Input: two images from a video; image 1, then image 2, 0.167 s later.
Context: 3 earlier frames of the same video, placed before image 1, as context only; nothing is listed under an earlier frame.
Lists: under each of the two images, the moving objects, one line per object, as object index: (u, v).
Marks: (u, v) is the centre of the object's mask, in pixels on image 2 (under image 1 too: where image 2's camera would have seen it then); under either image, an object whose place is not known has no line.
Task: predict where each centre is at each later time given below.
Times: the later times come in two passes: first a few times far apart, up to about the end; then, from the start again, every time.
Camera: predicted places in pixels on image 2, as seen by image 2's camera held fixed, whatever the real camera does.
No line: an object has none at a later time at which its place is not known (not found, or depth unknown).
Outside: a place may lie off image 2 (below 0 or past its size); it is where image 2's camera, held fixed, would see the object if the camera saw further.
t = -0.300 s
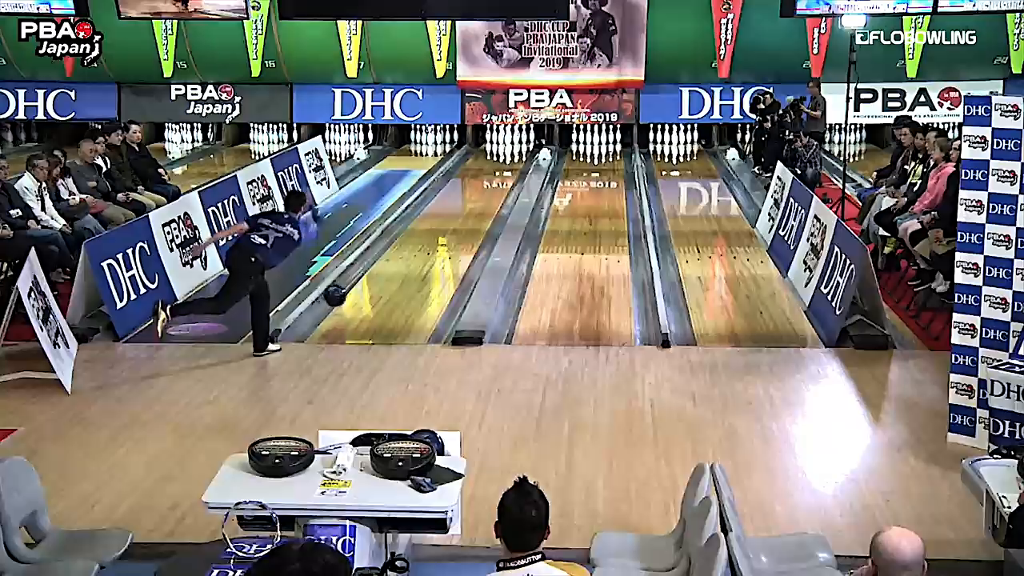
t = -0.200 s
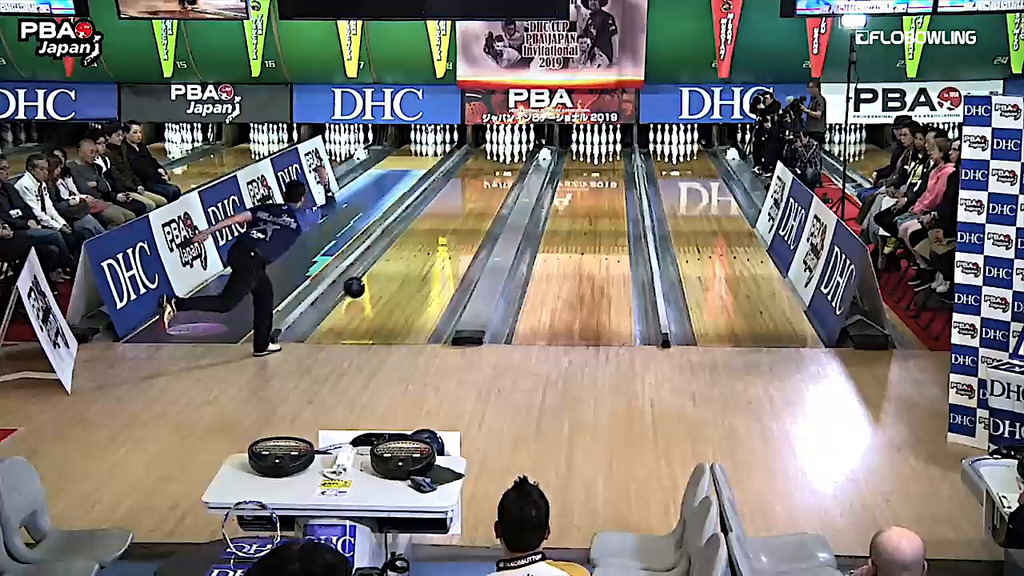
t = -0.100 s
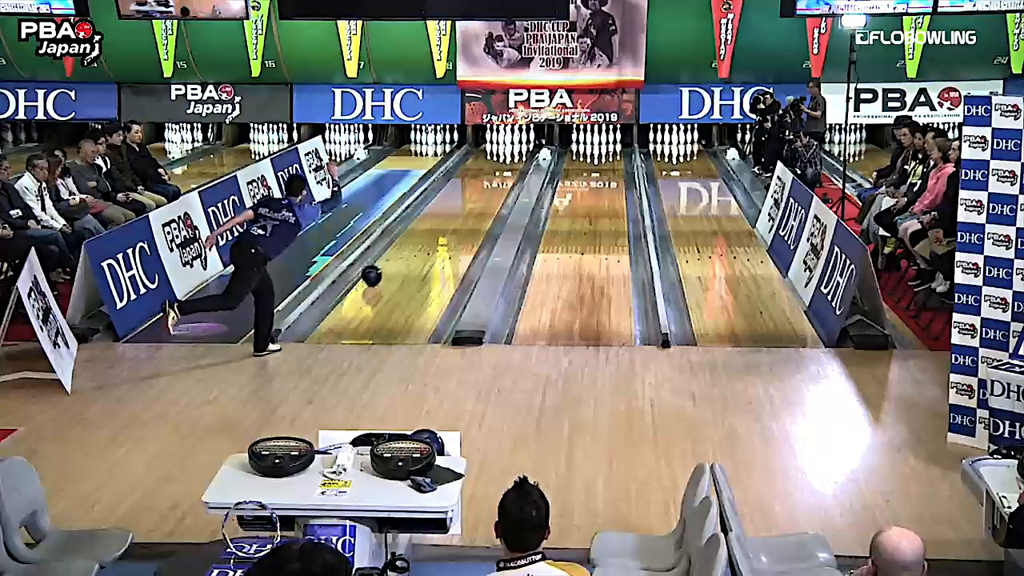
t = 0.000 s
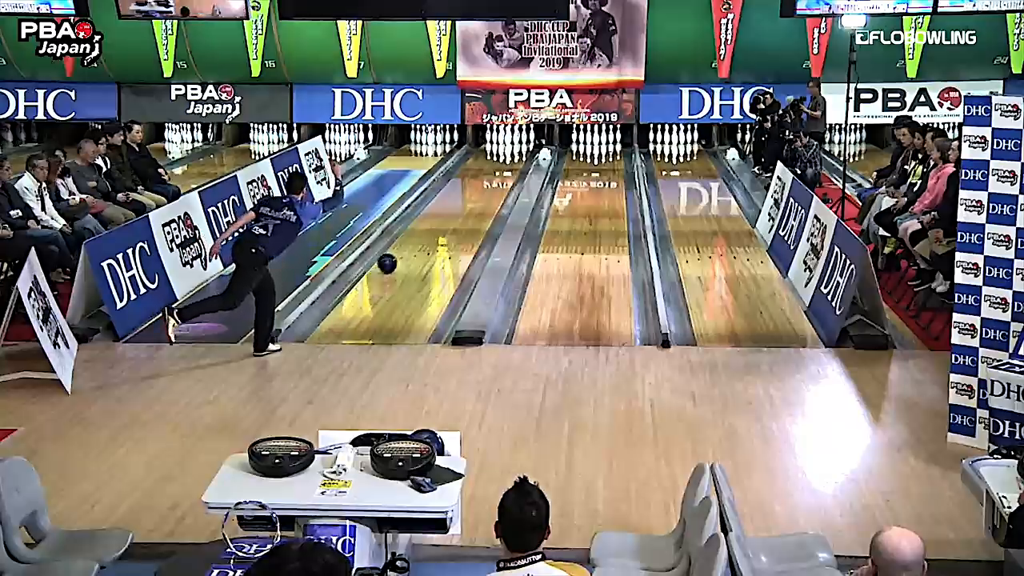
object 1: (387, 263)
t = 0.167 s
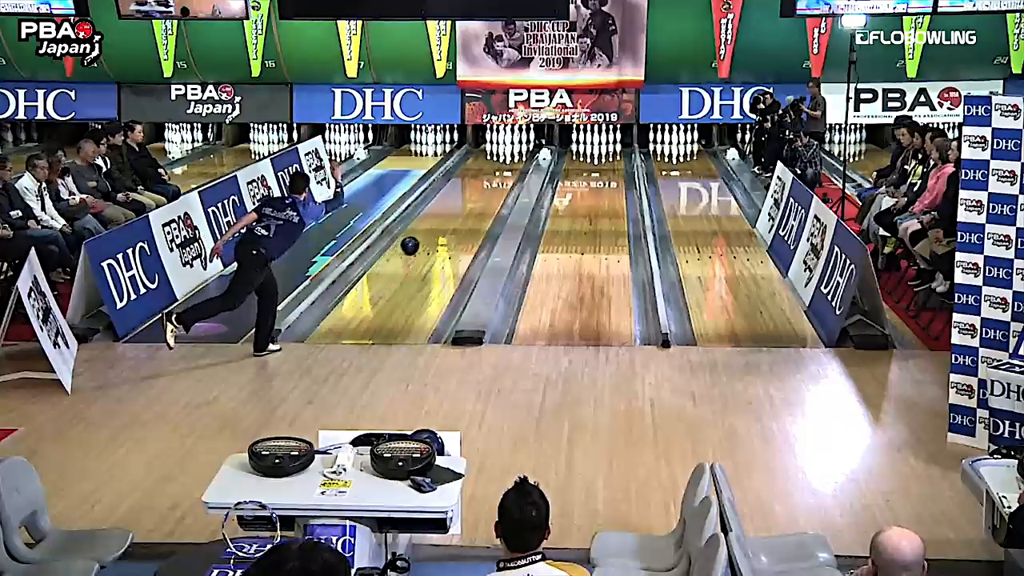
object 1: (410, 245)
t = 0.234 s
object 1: (418, 239)
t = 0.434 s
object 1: (440, 222)
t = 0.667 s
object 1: (461, 205)
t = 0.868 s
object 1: (476, 192)
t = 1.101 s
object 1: (491, 179)
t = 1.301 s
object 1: (501, 170)
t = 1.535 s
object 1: (511, 160)
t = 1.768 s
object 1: (516, 152)
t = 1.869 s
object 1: (516, 148)
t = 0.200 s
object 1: (414, 242)
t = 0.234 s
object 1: (418, 239)
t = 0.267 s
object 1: (422, 236)
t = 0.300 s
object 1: (426, 233)
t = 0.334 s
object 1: (429, 230)
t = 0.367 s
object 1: (433, 227)
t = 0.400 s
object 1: (437, 225)
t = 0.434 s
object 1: (440, 222)
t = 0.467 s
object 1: (443, 219)
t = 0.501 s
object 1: (446, 216)
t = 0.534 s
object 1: (449, 214)
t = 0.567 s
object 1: (453, 212)
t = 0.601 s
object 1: (456, 209)
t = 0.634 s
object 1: (459, 207)
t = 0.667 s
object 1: (461, 205)
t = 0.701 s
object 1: (464, 202)
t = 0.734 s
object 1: (466, 200)
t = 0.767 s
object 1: (469, 198)
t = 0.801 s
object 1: (472, 196)
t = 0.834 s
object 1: (474, 194)
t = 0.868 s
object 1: (476, 192)
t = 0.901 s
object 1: (478, 190)
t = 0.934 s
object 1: (481, 188)
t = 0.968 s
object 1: (483, 186)
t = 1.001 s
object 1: (485, 184)
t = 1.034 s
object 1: (487, 183)
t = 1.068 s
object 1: (489, 181)
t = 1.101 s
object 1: (491, 179)
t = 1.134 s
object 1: (492, 178)
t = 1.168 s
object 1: (494, 176)
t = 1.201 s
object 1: (496, 174)
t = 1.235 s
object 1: (498, 173)
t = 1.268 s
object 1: (499, 171)
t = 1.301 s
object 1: (501, 170)
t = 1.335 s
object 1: (502, 168)
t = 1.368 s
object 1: (504, 167)
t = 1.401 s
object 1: (506, 165)
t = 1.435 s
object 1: (507, 164)
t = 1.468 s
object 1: (508, 163)
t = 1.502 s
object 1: (509, 161)
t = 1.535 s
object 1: (511, 160)
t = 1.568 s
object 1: (512, 158)
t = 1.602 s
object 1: (513, 157)
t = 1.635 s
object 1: (514, 156)
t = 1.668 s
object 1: (514, 154)
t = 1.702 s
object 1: (515, 153)
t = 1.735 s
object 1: (516, 153)
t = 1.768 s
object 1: (516, 152)
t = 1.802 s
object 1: (516, 151)
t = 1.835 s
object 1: (516, 149)
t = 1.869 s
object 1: (516, 148)
